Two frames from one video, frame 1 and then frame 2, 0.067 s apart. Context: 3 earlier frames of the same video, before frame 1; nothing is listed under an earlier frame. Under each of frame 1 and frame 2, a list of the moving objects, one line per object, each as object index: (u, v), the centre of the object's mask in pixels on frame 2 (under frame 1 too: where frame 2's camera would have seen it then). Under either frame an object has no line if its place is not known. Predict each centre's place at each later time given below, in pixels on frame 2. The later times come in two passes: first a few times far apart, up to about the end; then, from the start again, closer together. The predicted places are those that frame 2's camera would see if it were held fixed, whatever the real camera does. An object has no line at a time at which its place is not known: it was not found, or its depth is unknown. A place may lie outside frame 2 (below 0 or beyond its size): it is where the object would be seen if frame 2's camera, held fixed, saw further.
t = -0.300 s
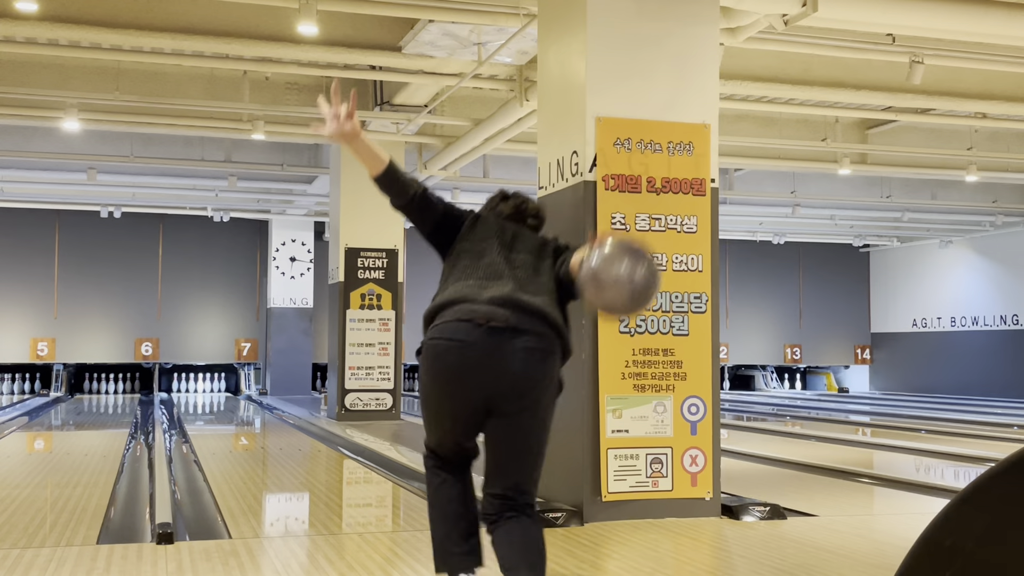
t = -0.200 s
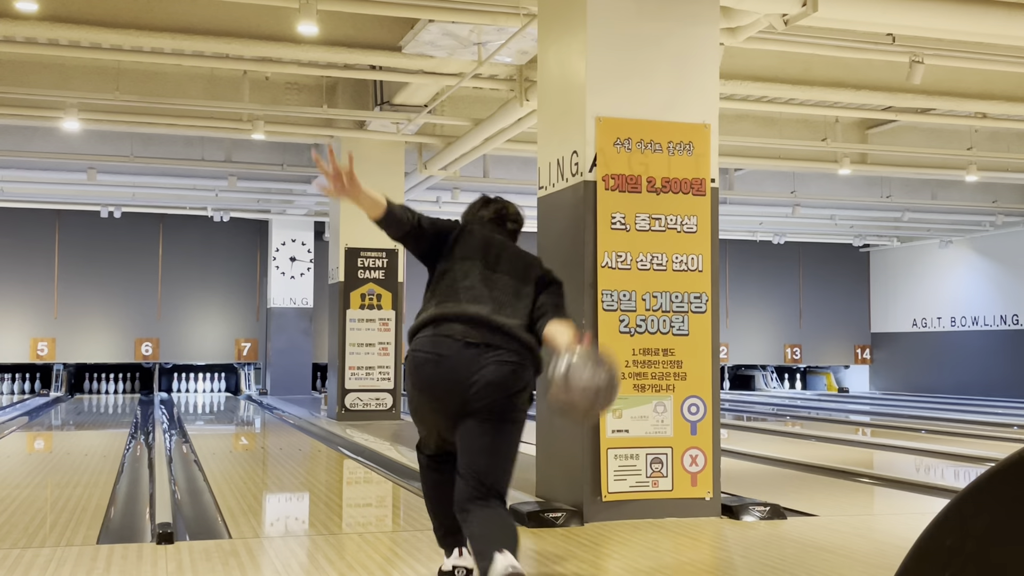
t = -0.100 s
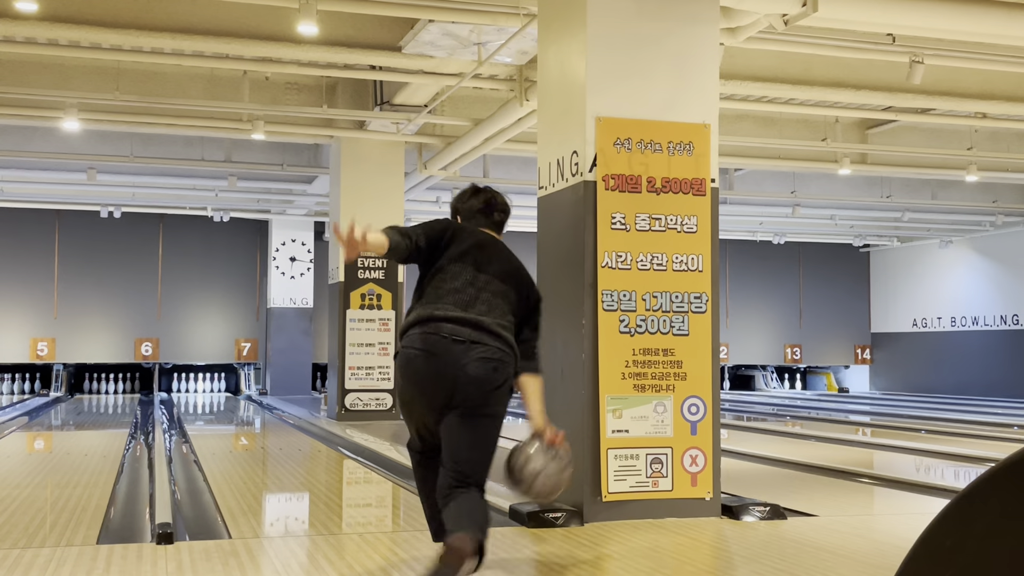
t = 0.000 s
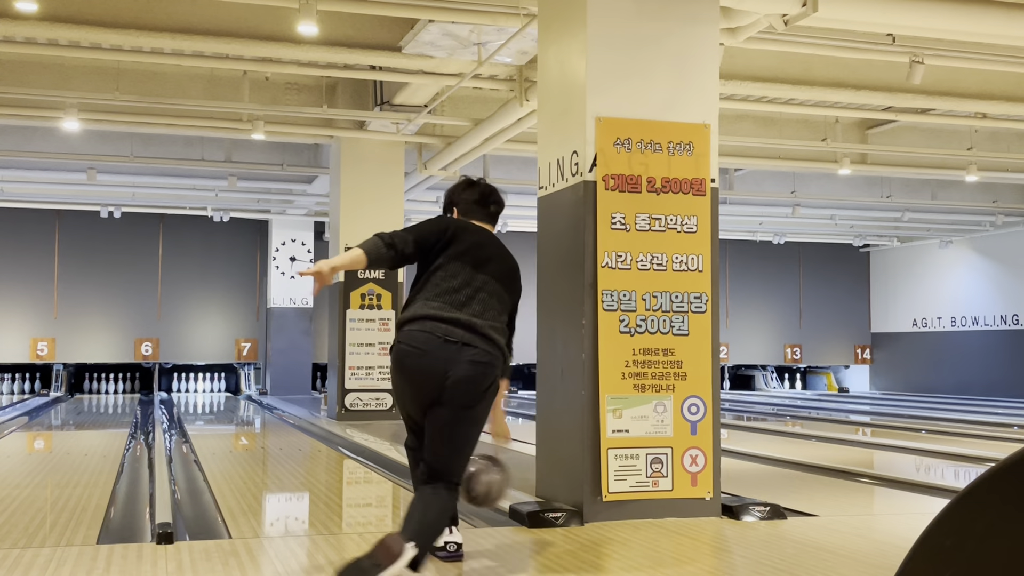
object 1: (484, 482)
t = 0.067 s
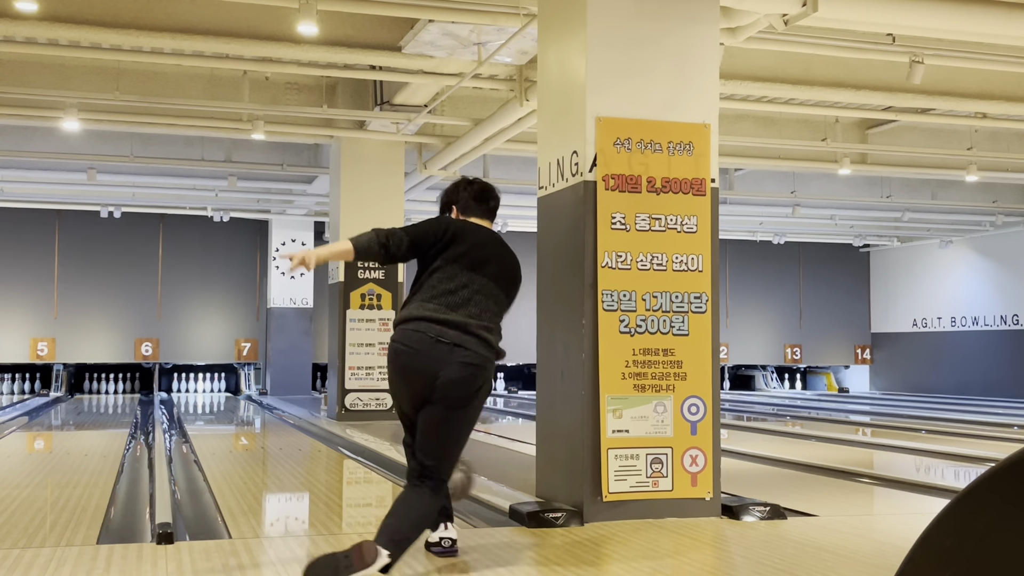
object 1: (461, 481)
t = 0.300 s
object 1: (373, 464)
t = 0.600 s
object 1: (322, 436)
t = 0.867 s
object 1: (293, 421)
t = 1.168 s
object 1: (269, 409)
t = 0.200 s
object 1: (389, 472)
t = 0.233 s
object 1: (383, 470)
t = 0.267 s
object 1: (378, 467)
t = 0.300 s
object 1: (373, 464)
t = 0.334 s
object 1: (367, 461)
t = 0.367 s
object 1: (360, 457)
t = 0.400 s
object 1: (354, 453)
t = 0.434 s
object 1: (347, 450)
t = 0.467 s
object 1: (342, 446)
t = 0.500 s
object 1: (337, 444)
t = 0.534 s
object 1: (332, 441)
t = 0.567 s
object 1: (326, 438)
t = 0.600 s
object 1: (322, 436)
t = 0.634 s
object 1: (318, 434)
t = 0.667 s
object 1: (314, 431)
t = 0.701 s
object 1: (310, 429)
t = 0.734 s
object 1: (306, 428)
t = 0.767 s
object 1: (302, 426)
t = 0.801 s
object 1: (299, 424)
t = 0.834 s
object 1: (296, 422)
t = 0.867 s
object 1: (293, 421)
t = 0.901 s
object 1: (290, 419)
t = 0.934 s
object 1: (287, 418)
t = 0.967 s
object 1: (284, 417)
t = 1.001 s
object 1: (282, 415)
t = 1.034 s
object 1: (279, 414)
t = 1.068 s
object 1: (277, 413)
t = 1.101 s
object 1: (274, 412)
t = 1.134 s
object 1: (271, 410)
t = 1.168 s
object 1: (269, 409)
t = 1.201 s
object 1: (267, 408)
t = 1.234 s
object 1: (265, 407)
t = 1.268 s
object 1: (263, 406)
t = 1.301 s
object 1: (261, 405)
